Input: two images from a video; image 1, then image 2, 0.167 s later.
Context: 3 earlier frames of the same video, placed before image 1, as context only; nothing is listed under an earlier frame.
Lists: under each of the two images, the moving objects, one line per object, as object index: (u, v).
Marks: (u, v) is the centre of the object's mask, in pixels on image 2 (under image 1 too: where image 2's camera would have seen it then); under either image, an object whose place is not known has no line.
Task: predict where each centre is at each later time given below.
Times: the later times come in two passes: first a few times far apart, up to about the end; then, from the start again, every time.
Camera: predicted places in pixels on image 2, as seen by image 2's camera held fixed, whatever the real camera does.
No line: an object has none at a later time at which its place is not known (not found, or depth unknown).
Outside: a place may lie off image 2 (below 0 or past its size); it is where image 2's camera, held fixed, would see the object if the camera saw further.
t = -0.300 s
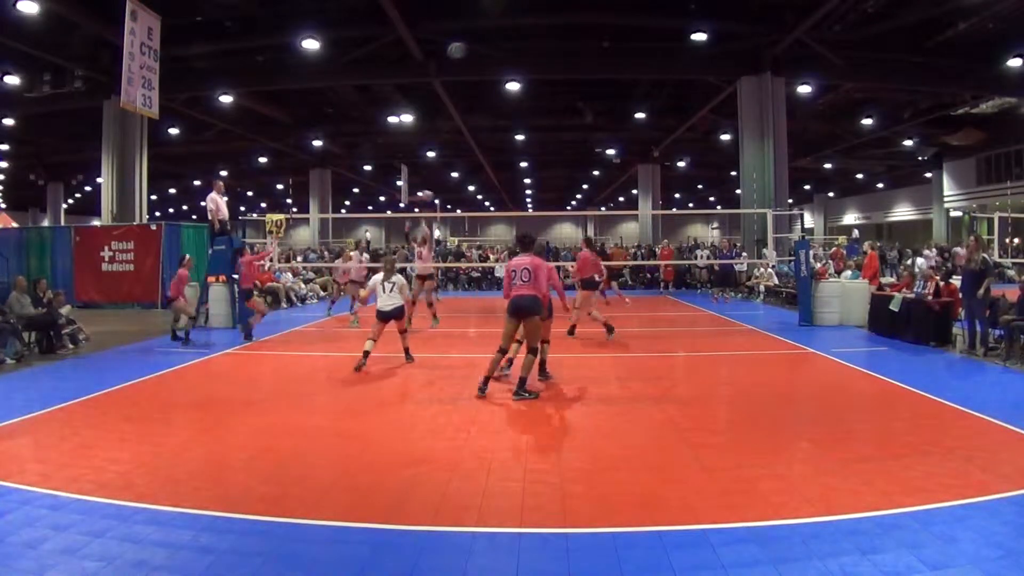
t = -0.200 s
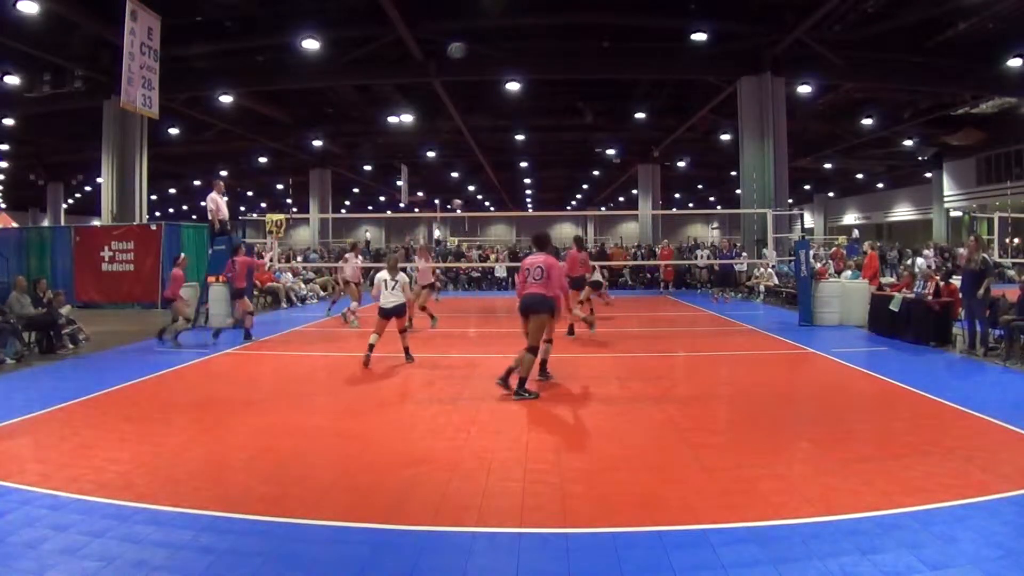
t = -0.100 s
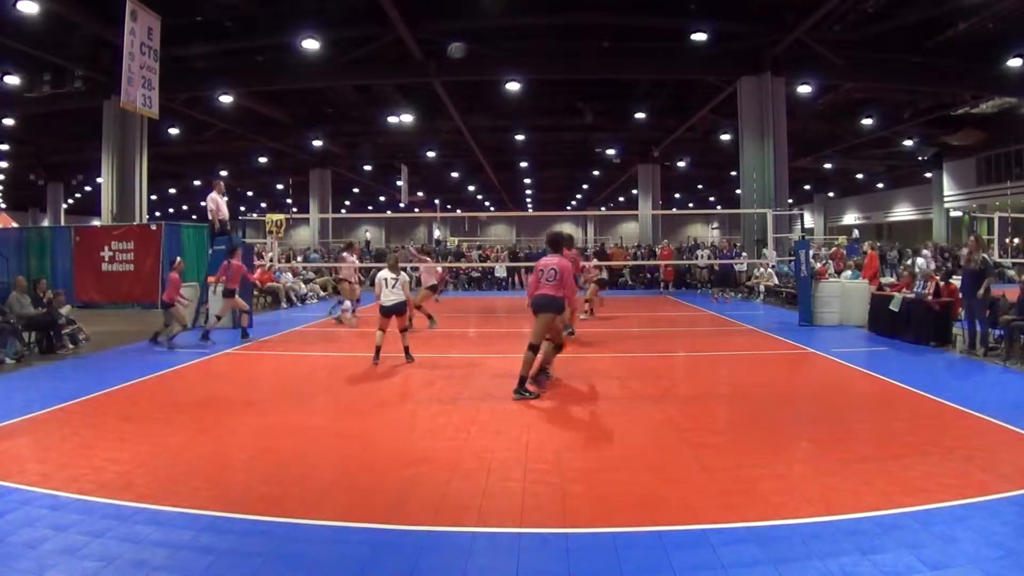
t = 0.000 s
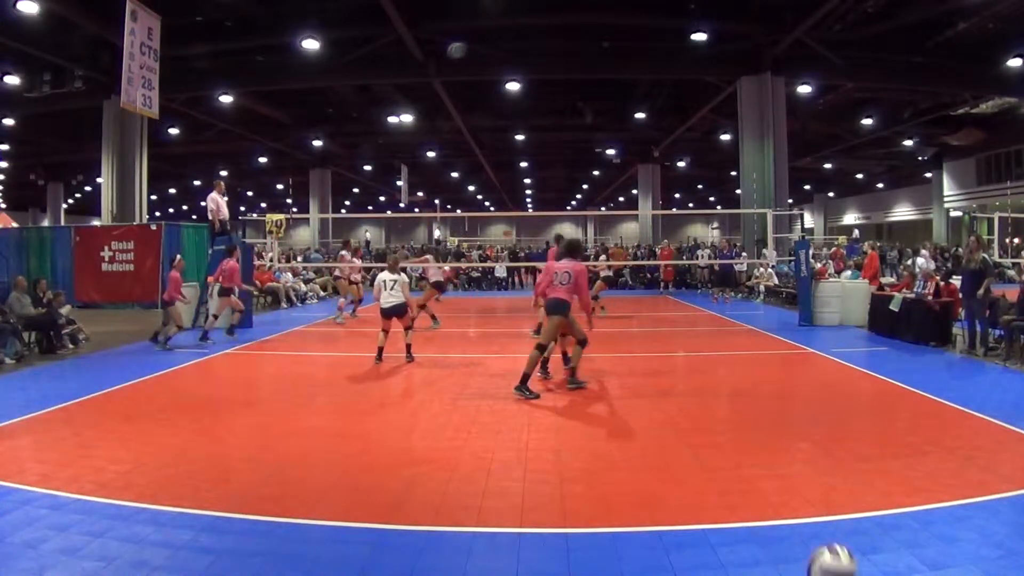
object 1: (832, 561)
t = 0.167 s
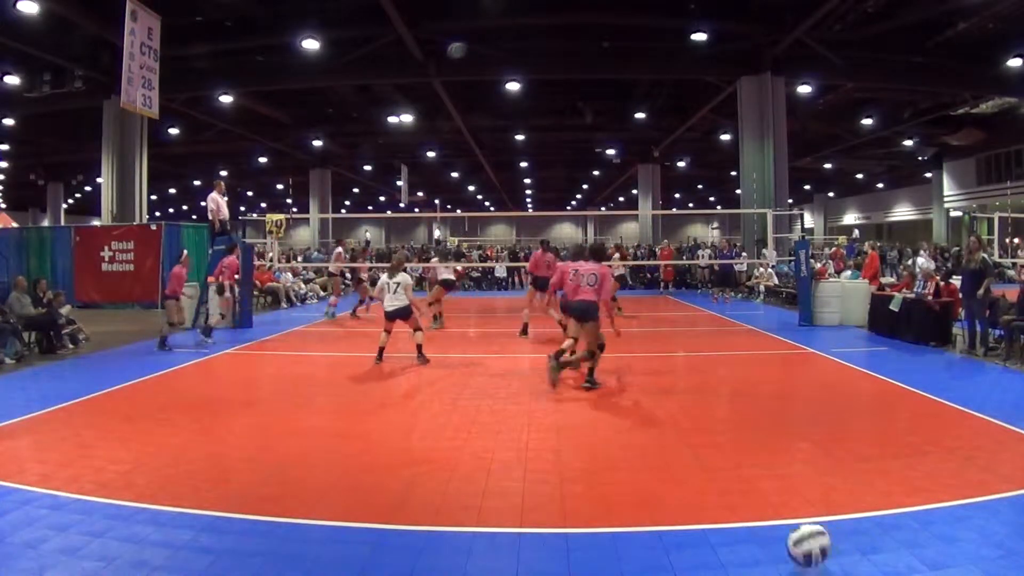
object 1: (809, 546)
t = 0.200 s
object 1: (804, 548)
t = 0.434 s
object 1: (786, 492)
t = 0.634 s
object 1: (771, 469)
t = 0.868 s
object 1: (755, 450)
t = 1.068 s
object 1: (744, 435)
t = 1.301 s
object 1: (734, 421)
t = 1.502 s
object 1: (726, 409)
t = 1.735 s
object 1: (718, 397)
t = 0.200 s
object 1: (804, 548)
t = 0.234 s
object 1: (800, 538)
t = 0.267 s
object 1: (799, 525)
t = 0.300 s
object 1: (797, 513)
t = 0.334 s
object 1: (794, 505)
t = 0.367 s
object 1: (792, 499)
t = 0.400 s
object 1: (789, 495)
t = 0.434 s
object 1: (786, 492)
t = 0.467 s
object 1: (783, 491)
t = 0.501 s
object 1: (780, 493)
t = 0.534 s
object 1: (778, 495)
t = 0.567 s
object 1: (776, 486)
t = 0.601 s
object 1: (773, 476)
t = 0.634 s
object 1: (771, 469)
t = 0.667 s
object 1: (768, 465)
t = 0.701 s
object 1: (766, 462)
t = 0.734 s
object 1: (764, 462)
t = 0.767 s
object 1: (761, 464)
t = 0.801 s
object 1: (758, 461)
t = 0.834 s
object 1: (757, 455)
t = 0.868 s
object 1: (755, 450)
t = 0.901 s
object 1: (753, 446)
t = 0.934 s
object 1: (751, 445)
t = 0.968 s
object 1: (749, 445)
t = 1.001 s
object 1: (747, 444)
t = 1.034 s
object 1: (746, 439)
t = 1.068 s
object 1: (744, 435)
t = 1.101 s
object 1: (743, 433)
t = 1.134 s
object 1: (742, 433)
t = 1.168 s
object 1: (740, 431)
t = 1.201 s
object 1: (738, 428)
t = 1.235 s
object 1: (737, 425)
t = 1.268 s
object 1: (735, 424)
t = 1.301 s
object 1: (734, 421)
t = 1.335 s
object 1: (732, 419)
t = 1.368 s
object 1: (731, 417)
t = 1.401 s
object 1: (730, 415)
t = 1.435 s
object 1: (729, 413)
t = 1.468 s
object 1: (727, 411)
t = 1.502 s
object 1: (726, 409)
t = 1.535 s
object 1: (724, 407)
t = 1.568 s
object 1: (723, 405)
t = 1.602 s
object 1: (723, 404)
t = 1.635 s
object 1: (721, 402)
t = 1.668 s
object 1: (720, 400)
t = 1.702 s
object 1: (719, 399)
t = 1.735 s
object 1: (718, 397)
